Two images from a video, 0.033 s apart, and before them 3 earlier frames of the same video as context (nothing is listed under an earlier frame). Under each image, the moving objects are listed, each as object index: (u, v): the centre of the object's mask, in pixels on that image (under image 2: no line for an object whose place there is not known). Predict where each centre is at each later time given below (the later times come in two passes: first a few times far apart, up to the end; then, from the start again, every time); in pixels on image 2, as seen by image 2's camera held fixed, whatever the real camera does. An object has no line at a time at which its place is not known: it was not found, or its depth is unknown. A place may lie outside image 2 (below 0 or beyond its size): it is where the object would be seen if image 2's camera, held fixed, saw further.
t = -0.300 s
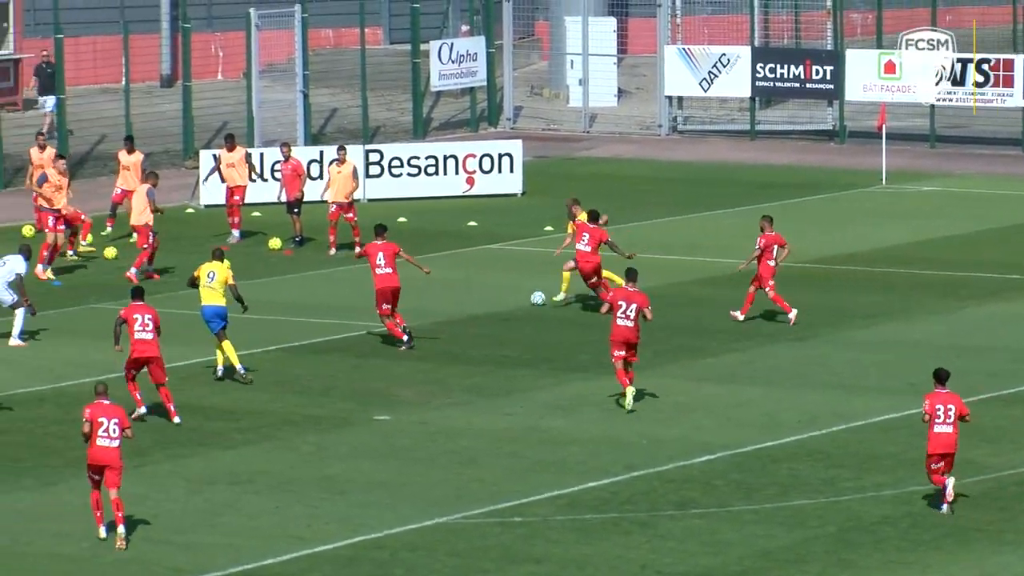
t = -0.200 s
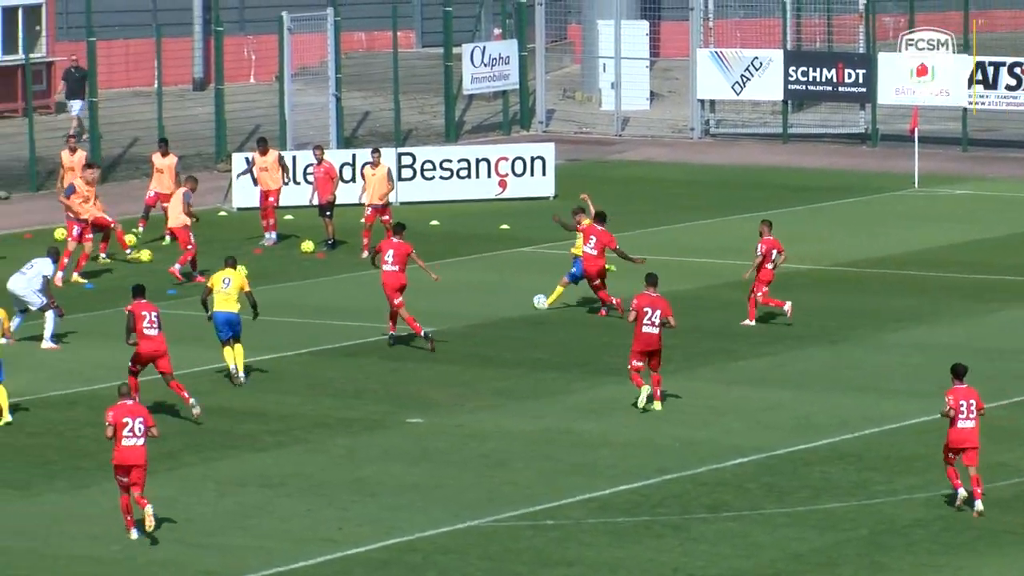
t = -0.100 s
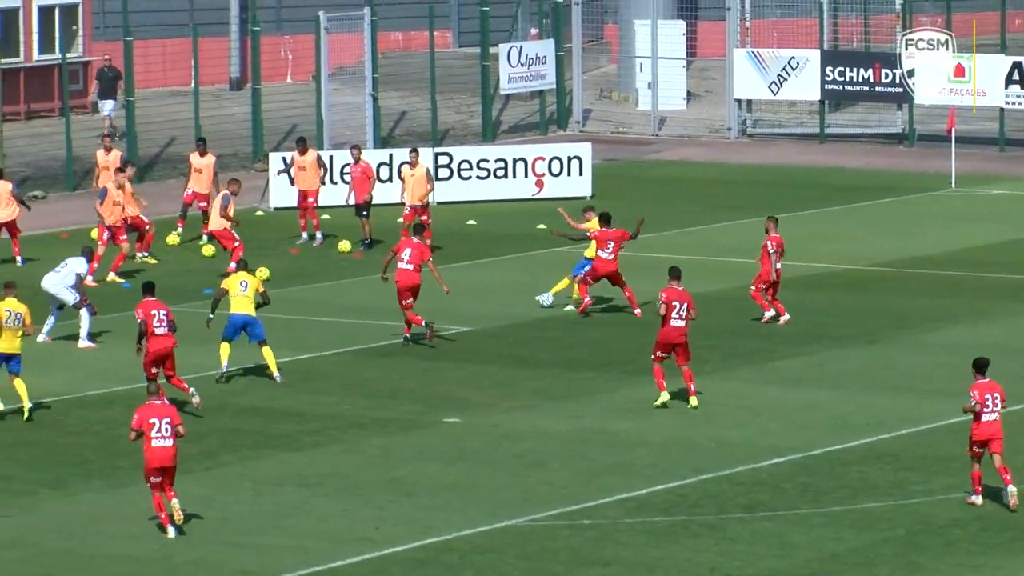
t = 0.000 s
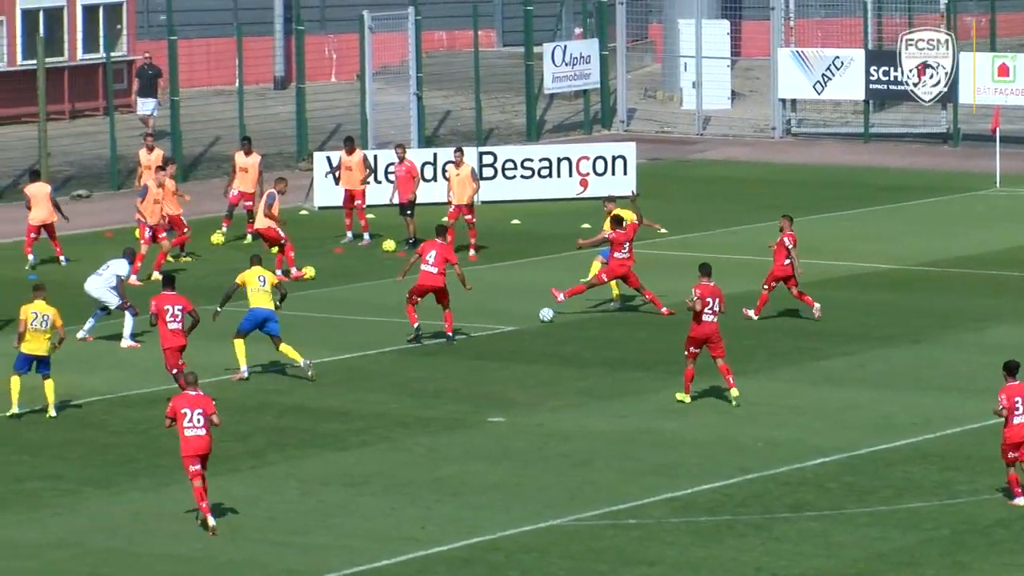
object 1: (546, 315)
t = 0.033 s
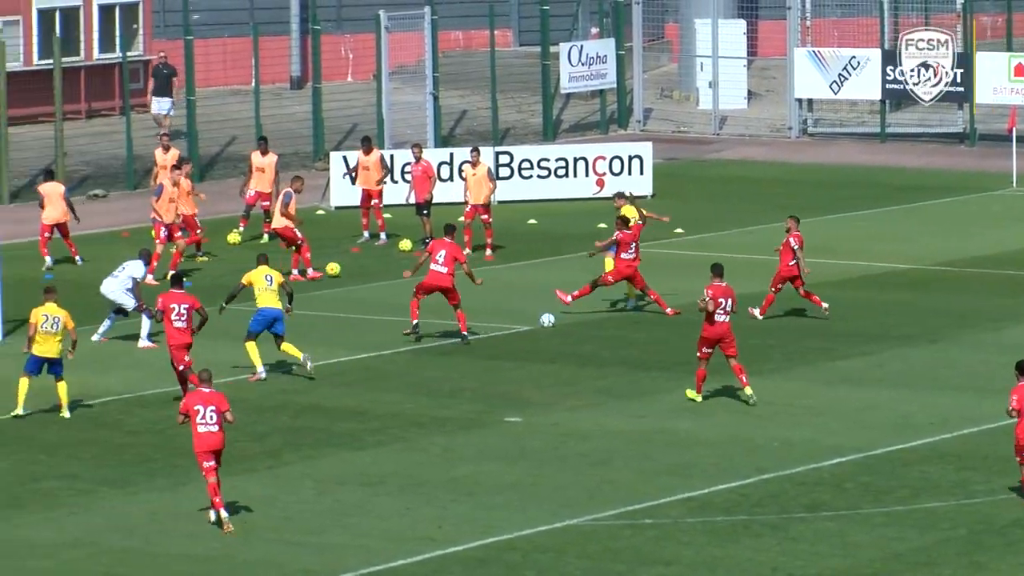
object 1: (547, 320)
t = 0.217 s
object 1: (476, 345)
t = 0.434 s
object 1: (409, 372)
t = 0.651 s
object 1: (350, 391)
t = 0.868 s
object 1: (296, 417)
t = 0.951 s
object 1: (277, 427)
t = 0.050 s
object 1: (540, 322)
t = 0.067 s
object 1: (533, 323)
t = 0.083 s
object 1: (528, 325)
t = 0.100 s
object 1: (521, 327)
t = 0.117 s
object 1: (515, 329)
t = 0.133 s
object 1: (508, 331)
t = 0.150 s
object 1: (502, 333)
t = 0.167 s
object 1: (495, 335)
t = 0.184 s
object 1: (489, 338)
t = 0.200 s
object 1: (483, 342)
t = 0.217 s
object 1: (476, 345)
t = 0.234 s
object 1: (470, 347)
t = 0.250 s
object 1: (465, 349)
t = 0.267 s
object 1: (459, 351)
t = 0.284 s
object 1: (453, 352)
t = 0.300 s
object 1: (448, 354)
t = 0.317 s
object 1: (443, 357)
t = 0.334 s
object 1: (437, 359)
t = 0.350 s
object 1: (432, 360)
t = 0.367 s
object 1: (427, 363)
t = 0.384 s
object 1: (422, 366)
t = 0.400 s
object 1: (417, 369)
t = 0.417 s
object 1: (413, 370)
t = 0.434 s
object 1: (409, 372)
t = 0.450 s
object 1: (404, 373)
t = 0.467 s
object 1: (400, 374)
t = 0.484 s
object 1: (396, 376)
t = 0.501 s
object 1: (391, 378)
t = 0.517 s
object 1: (386, 380)
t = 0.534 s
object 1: (381, 382)
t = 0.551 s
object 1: (378, 384)
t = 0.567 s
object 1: (373, 386)
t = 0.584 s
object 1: (368, 387)
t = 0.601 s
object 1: (363, 388)
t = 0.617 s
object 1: (359, 389)
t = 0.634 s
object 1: (355, 390)
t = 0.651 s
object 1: (350, 391)
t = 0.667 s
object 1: (346, 394)
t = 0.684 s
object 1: (342, 396)
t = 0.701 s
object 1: (337, 399)
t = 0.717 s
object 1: (333, 402)
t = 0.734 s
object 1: (329, 404)
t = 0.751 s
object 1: (324, 406)
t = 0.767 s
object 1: (320, 407)
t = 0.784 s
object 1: (316, 408)
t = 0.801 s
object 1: (312, 409)
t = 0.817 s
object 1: (308, 411)
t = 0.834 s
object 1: (304, 413)
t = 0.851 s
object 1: (300, 414)
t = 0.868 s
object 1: (296, 417)
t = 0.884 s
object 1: (293, 419)
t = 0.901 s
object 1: (289, 421)
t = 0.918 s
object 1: (285, 424)
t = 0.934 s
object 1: (281, 426)
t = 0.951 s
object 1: (277, 427)
